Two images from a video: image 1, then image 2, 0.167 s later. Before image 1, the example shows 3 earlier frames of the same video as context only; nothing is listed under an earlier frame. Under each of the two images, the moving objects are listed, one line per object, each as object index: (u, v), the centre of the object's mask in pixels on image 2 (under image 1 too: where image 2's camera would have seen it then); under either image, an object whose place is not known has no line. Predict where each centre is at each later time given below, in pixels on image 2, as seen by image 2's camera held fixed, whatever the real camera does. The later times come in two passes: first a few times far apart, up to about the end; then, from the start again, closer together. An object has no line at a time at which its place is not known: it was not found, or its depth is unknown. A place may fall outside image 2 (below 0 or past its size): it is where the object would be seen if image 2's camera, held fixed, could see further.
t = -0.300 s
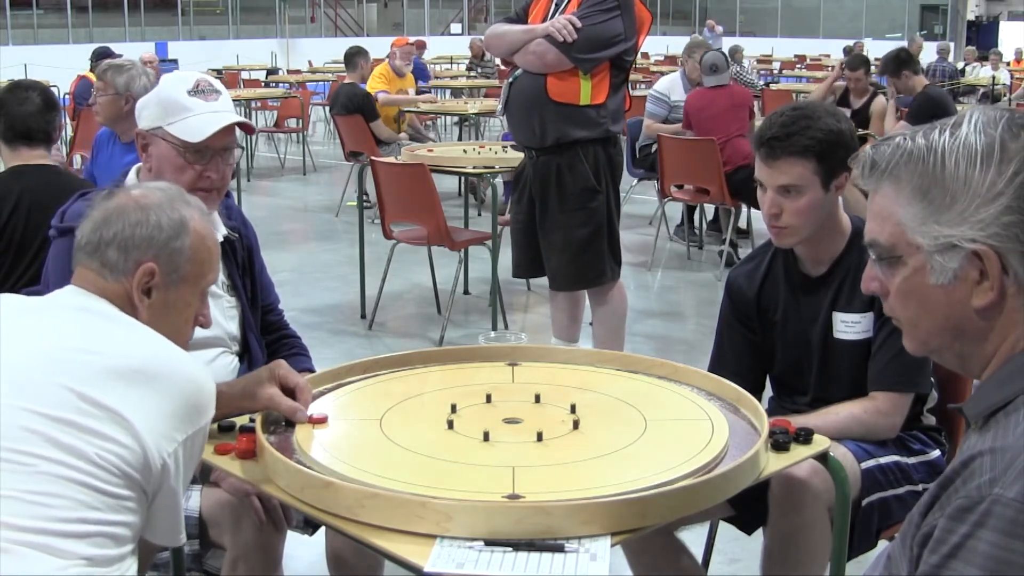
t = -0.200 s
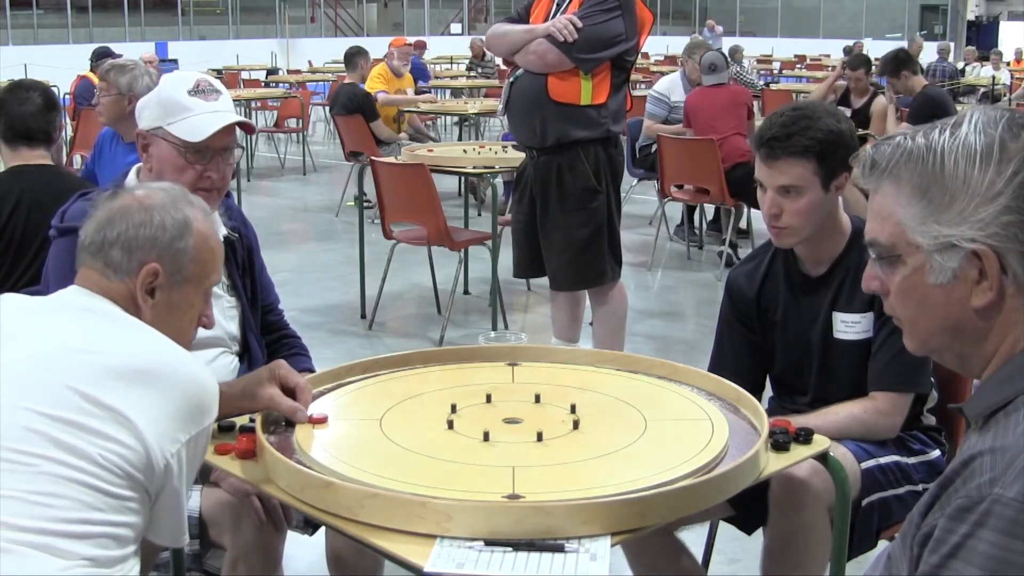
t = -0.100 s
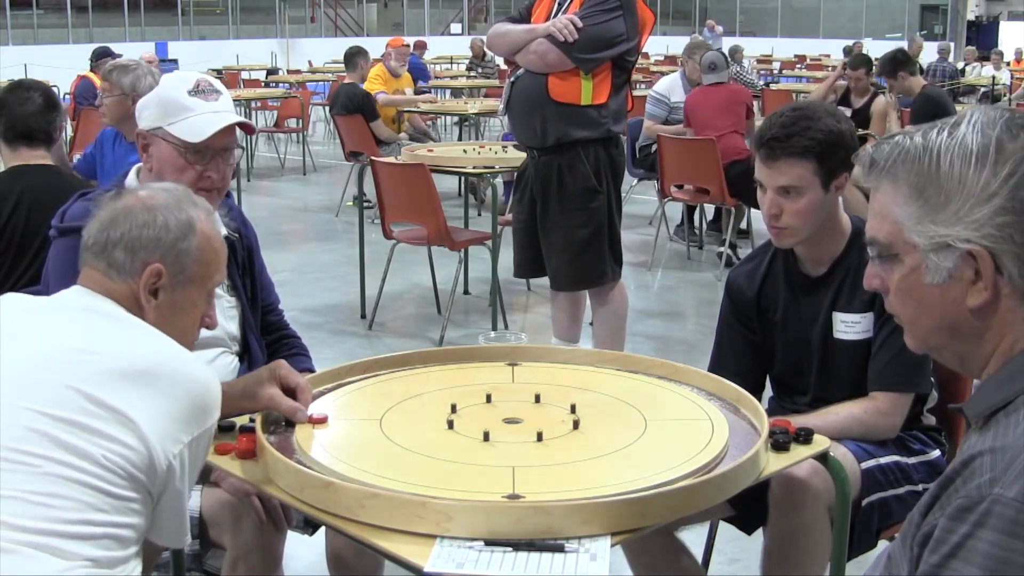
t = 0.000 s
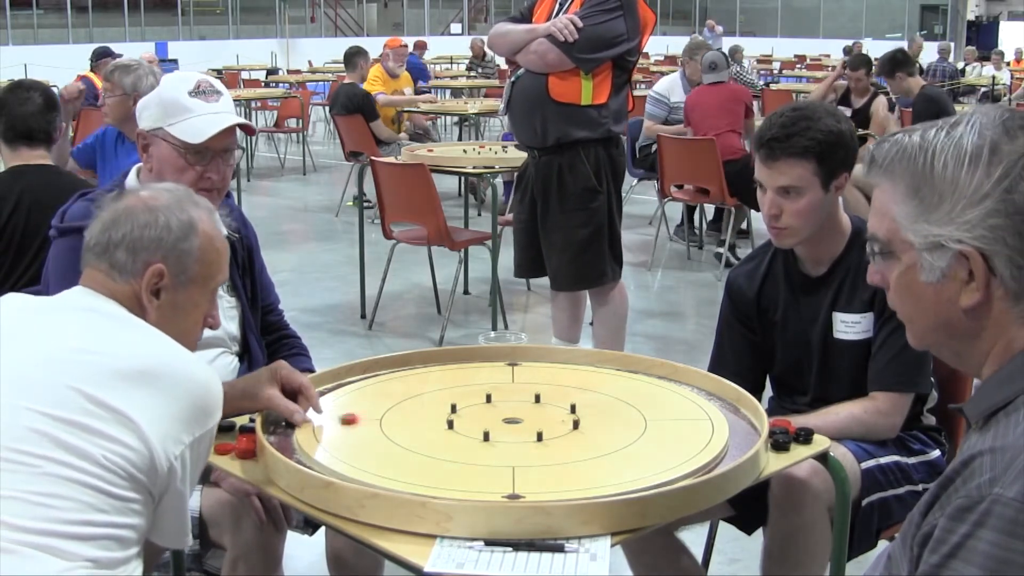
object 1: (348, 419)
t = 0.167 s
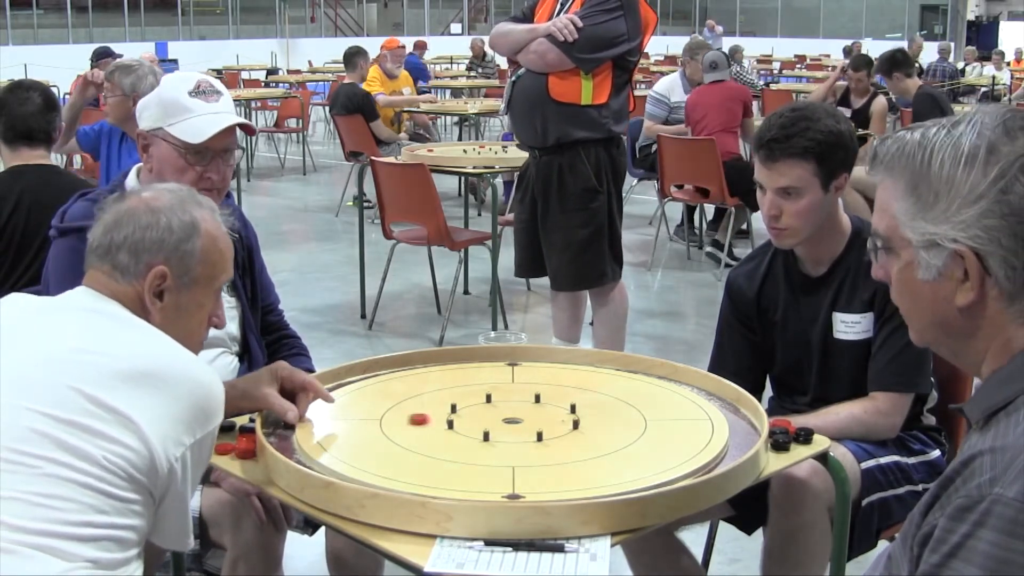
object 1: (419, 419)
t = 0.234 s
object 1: (439, 419)
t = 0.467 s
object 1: (489, 419)
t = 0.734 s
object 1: (494, 419)
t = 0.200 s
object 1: (430, 419)
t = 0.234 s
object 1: (439, 419)
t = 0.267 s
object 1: (451, 418)
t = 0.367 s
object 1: (474, 419)
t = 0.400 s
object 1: (480, 419)
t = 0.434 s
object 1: (485, 419)
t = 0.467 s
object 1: (489, 419)
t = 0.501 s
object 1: (492, 419)
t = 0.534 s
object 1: (494, 419)
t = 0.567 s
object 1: (494, 419)
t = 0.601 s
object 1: (494, 419)
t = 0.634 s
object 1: (494, 419)
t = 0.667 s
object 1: (494, 419)
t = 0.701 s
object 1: (494, 419)
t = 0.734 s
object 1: (494, 419)
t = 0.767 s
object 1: (494, 419)
